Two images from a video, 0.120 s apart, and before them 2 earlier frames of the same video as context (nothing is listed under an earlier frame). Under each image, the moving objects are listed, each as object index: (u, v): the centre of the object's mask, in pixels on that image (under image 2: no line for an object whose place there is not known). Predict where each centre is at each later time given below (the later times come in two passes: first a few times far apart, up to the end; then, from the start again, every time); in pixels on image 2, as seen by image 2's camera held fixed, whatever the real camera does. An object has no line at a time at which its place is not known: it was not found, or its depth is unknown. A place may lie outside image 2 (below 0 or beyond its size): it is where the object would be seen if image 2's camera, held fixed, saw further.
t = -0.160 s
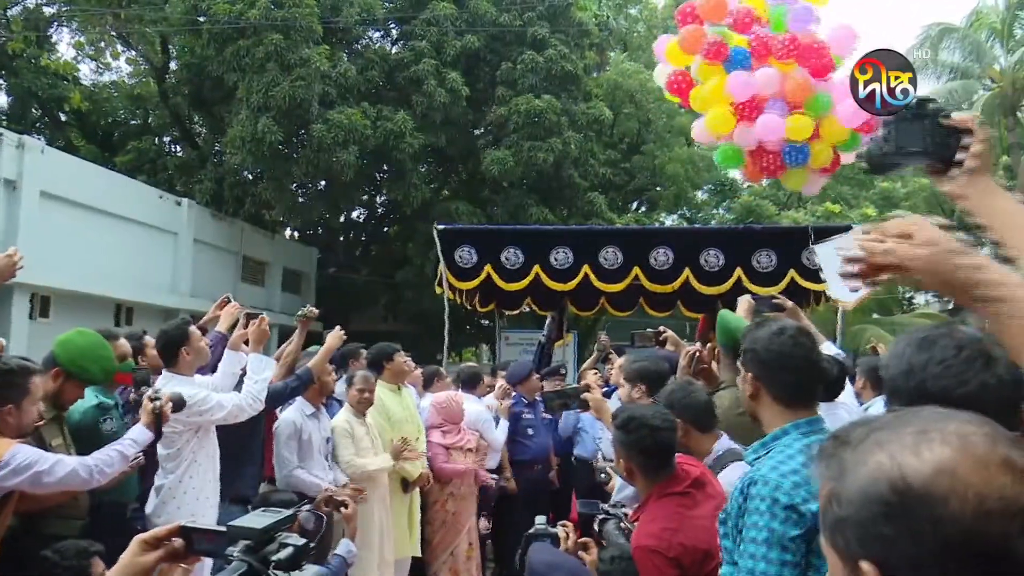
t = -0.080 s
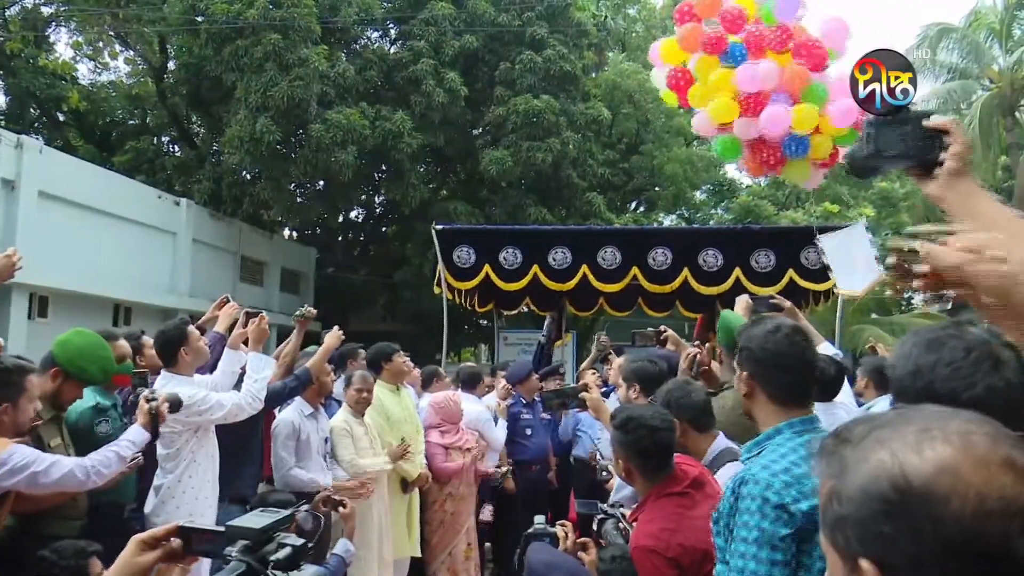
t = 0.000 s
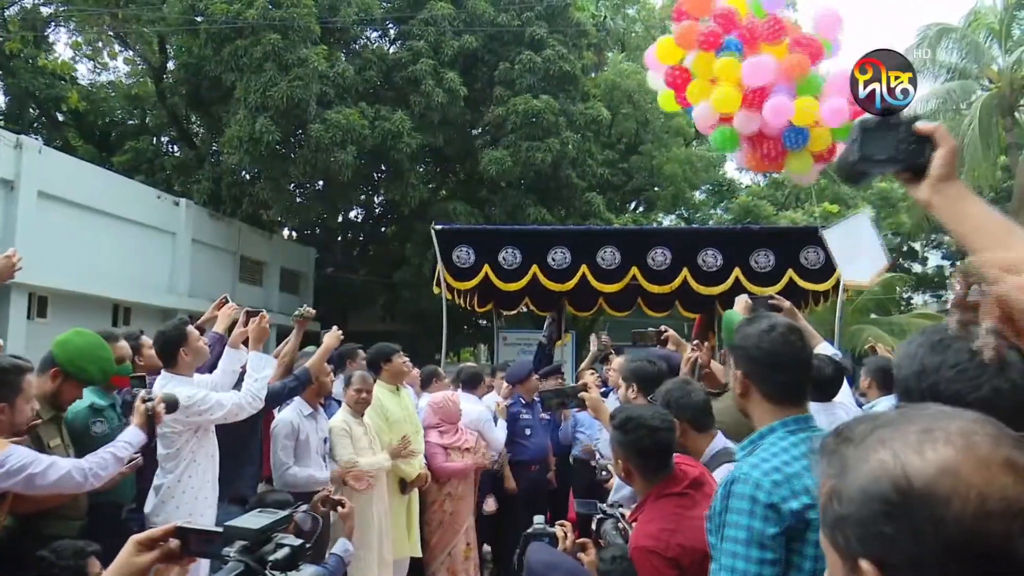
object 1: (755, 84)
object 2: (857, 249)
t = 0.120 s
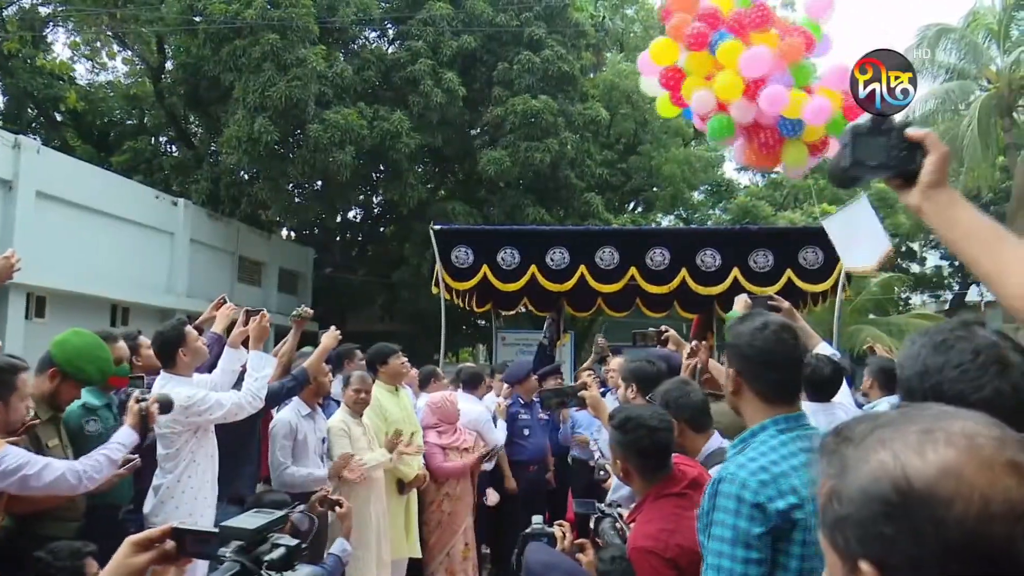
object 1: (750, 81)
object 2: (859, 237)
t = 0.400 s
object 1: (736, 71)
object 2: (836, 216)
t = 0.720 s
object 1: (716, 58)
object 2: (770, 198)
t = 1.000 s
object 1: (700, 50)
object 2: (718, 166)
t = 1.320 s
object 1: (684, 45)
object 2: (699, 135)
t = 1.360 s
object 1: (682, 44)
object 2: (697, 133)
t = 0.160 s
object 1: (748, 79)
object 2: (858, 232)
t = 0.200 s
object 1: (746, 78)
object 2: (856, 228)
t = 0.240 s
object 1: (744, 76)
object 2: (855, 225)
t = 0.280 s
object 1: (742, 75)
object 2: (851, 222)
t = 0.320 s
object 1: (741, 73)
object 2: (847, 220)
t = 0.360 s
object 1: (738, 72)
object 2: (842, 217)
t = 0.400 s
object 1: (736, 71)
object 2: (836, 216)
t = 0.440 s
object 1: (733, 69)
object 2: (830, 213)
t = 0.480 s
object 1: (730, 68)
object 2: (823, 210)
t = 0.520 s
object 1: (728, 66)
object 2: (817, 208)
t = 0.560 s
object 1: (725, 64)
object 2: (810, 206)
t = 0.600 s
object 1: (724, 62)
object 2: (800, 203)
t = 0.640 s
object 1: (721, 61)
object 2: (791, 202)
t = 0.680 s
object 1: (719, 59)
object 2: (779, 202)
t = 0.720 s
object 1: (716, 58)
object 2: (770, 198)
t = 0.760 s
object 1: (714, 57)
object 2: (761, 195)
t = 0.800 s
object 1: (712, 55)
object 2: (752, 191)
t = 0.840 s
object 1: (709, 54)
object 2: (744, 187)
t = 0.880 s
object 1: (707, 53)
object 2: (735, 182)
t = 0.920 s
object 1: (705, 52)
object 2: (728, 176)
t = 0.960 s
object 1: (703, 51)
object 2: (722, 170)
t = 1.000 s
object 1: (700, 50)
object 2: (718, 166)
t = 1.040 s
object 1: (698, 49)
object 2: (716, 162)
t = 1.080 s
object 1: (695, 48)
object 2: (709, 155)
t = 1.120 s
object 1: (694, 47)
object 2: (705, 149)
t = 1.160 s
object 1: (692, 46)
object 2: (703, 145)
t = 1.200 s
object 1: (690, 46)
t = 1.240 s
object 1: (689, 46)
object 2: (701, 139)
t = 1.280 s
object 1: (687, 45)
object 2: (700, 136)
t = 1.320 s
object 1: (684, 45)
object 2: (699, 135)
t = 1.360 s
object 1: (682, 44)
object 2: (697, 133)
